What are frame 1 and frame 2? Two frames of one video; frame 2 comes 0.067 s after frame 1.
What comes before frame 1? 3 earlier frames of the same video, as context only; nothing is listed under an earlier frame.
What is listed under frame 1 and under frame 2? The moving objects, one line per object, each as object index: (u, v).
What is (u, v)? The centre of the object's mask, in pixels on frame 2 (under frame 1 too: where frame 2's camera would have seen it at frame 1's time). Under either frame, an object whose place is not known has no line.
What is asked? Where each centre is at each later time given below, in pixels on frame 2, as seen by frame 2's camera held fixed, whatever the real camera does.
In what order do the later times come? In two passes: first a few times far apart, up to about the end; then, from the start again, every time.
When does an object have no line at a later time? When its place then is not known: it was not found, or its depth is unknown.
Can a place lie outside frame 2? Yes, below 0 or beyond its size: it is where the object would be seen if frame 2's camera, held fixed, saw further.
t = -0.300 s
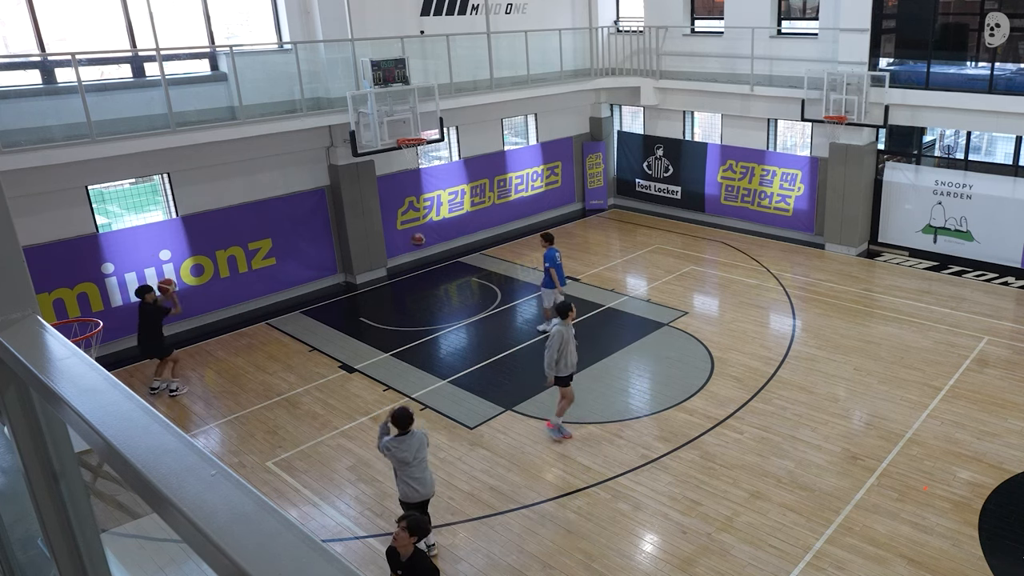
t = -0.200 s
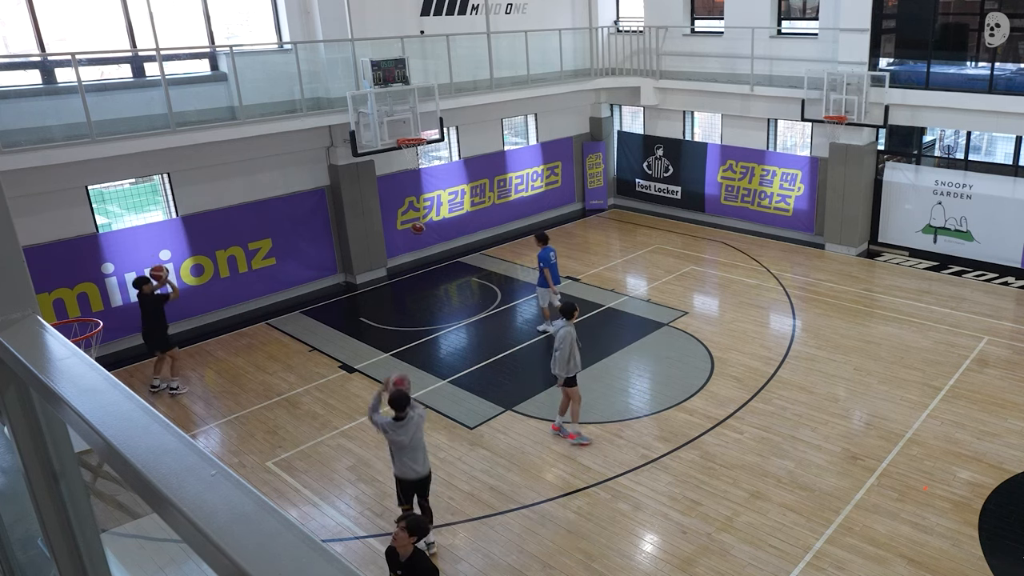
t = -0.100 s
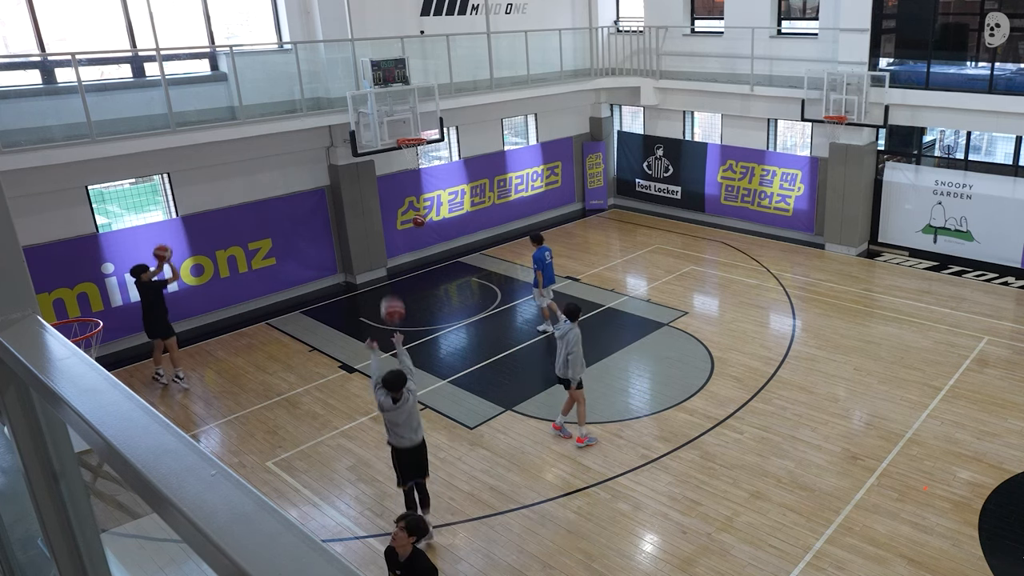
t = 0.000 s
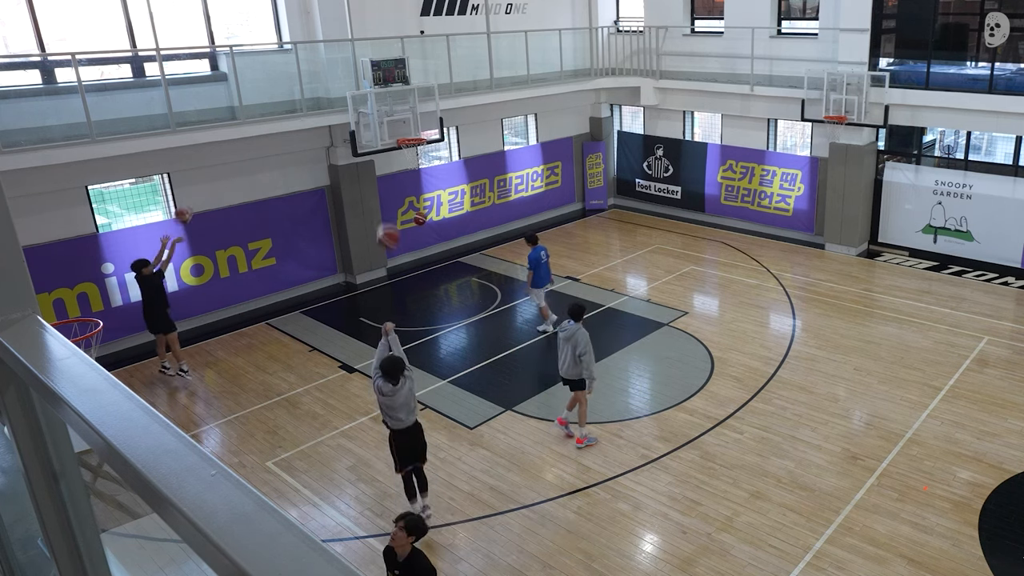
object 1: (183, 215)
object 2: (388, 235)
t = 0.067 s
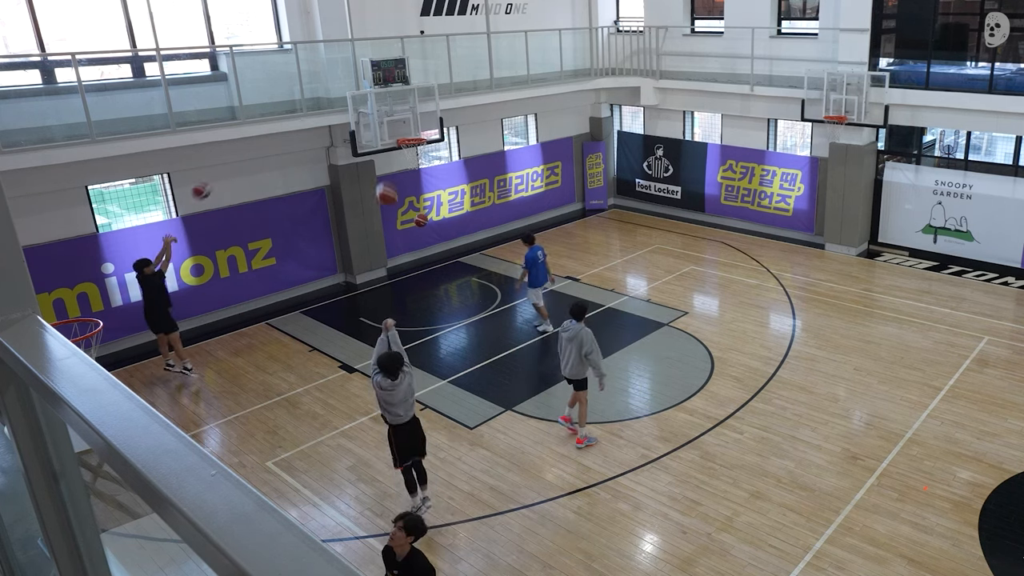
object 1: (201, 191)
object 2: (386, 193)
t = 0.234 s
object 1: (247, 144)
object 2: (386, 117)
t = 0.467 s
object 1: (311, 113)
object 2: (389, 60)
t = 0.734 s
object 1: (378, 119)
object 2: (398, 52)
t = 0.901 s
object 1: (418, 140)
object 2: (405, 71)
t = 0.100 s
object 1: (211, 180)
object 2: (386, 177)
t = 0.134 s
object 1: (220, 170)
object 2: (385, 160)
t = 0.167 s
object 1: (229, 160)
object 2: (386, 143)
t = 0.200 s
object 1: (238, 151)
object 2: (386, 129)
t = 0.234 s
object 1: (247, 144)
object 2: (386, 117)
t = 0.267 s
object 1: (257, 137)
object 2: (386, 105)
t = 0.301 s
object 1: (266, 132)
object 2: (386, 94)
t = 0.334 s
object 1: (275, 126)
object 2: (386, 85)
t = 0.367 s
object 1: (284, 121)
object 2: (386, 77)
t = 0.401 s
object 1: (293, 118)
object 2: (387, 70)
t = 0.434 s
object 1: (302, 115)
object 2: (388, 64)
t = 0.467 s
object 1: (311, 113)
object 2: (389, 60)
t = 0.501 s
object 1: (320, 111)
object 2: (389, 56)
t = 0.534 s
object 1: (328, 111)
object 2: (390, 53)
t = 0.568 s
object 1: (337, 110)
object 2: (391, 51)
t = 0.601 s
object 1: (345, 111)
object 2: (392, 50)
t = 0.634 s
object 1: (353, 112)
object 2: (394, 49)
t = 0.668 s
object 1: (362, 114)
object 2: (394, 50)
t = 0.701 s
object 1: (370, 116)
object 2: (396, 51)
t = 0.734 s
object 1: (378, 119)
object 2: (398, 52)
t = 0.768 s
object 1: (386, 123)
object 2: (399, 55)
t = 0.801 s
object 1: (395, 127)
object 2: (400, 59)
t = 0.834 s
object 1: (402, 131)
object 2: (402, 62)
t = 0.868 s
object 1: (409, 136)
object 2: (403, 66)
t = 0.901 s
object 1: (418, 140)
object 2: (405, 71)
